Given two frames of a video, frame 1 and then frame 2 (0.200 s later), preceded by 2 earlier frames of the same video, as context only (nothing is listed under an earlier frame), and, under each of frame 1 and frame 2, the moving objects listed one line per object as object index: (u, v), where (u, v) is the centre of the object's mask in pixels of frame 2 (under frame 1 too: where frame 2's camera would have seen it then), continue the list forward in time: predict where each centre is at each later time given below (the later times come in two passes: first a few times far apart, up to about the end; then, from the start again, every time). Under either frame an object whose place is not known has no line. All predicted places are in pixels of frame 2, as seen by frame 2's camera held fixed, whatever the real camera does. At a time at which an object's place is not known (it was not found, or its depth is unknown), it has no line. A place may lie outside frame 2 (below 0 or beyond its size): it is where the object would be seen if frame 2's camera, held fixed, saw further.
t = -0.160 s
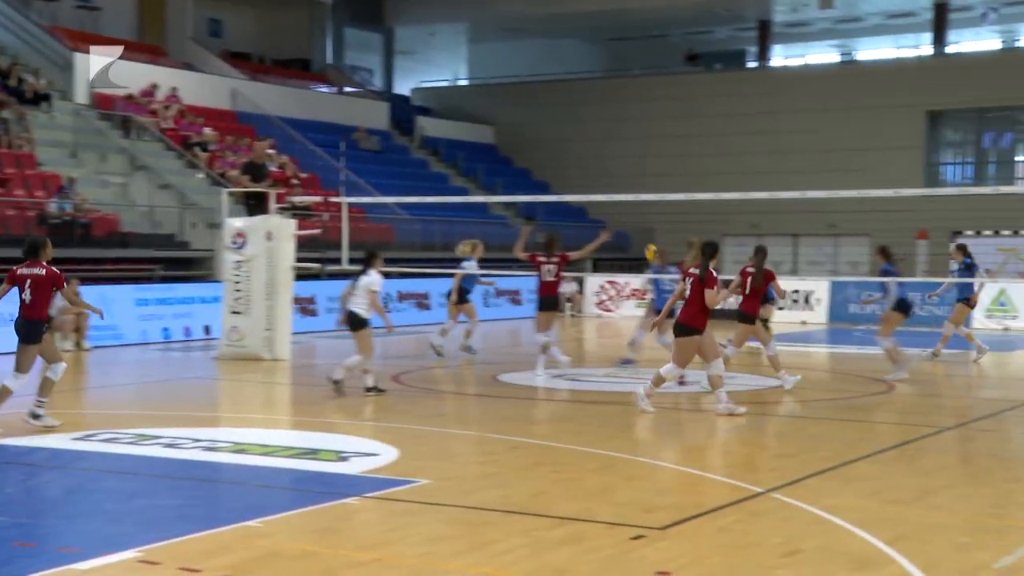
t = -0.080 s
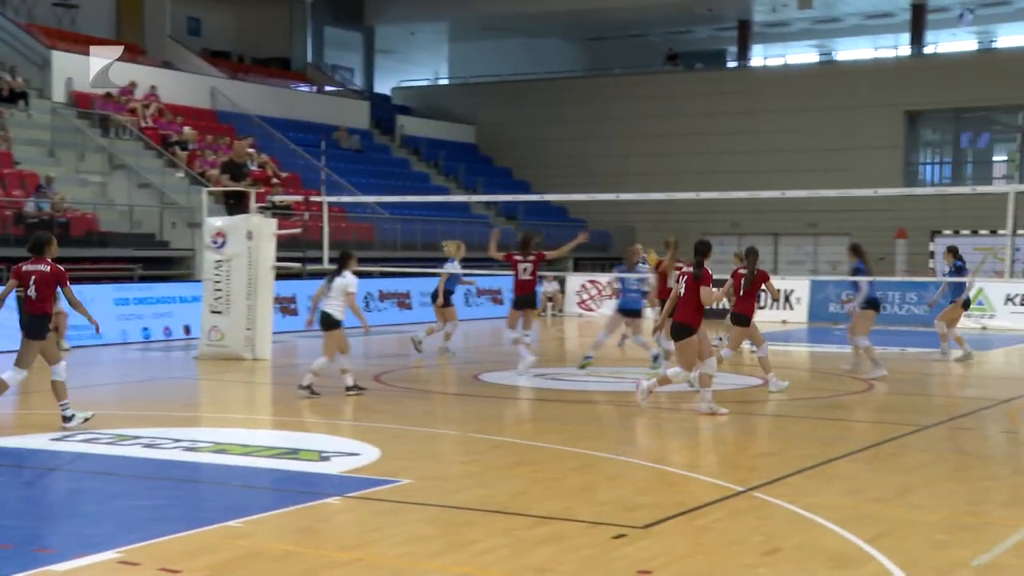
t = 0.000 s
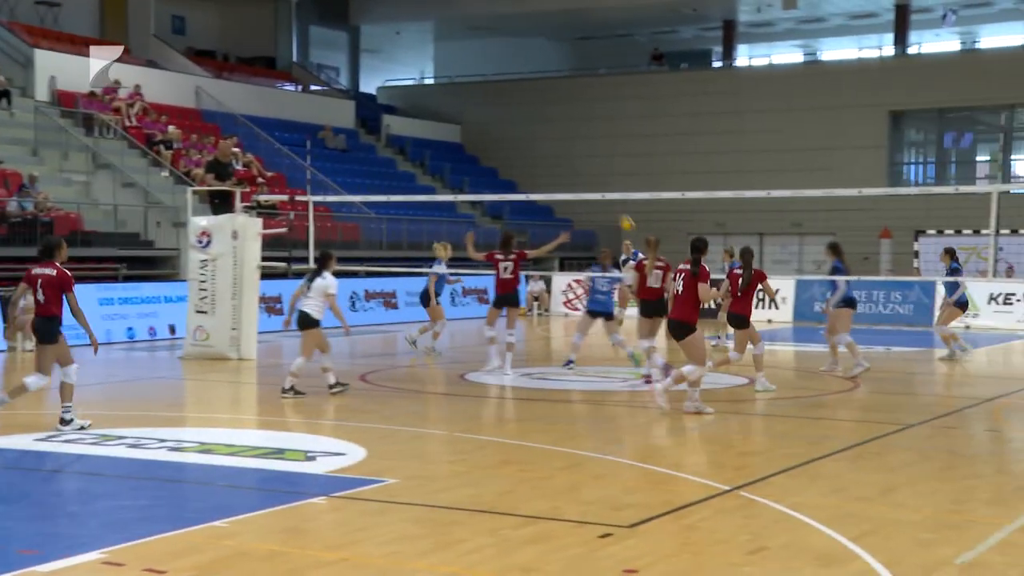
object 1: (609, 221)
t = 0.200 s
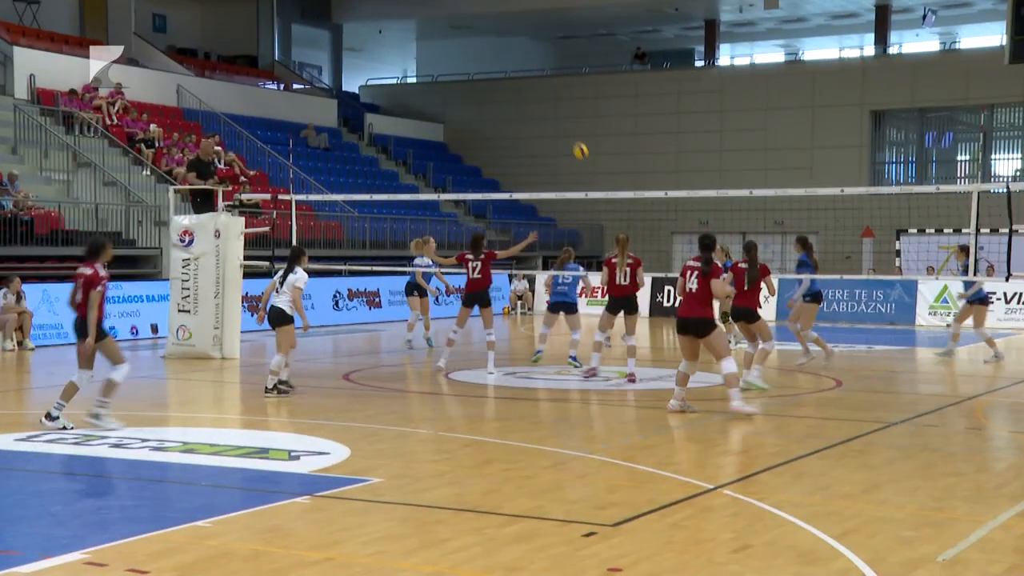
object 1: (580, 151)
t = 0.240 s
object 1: (574, 139)
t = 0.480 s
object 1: (535, 90)
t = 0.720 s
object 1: (494, 81)
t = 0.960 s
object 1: (450, 114)
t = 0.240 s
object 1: (574, 139)
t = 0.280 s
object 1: (567, 128)
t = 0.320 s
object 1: (560, 118)
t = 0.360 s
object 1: (555, 110)
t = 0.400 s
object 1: (549, 102)
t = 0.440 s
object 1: (542, 96)
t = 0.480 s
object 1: (535, 90)
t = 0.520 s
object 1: (528, 86)
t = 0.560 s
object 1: (522, 82)
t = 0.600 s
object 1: (515, 80)
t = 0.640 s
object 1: (508, 79)
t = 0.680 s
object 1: (501, 80)
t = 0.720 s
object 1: (494, 81)
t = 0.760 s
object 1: (486, 83)
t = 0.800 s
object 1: (479, 87)
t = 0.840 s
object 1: (472, 91)
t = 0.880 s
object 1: (464, 98)
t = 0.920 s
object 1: (457, 105)
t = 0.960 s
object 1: (450, 114)
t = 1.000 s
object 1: (442, 123)
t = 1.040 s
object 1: (435, 134)
